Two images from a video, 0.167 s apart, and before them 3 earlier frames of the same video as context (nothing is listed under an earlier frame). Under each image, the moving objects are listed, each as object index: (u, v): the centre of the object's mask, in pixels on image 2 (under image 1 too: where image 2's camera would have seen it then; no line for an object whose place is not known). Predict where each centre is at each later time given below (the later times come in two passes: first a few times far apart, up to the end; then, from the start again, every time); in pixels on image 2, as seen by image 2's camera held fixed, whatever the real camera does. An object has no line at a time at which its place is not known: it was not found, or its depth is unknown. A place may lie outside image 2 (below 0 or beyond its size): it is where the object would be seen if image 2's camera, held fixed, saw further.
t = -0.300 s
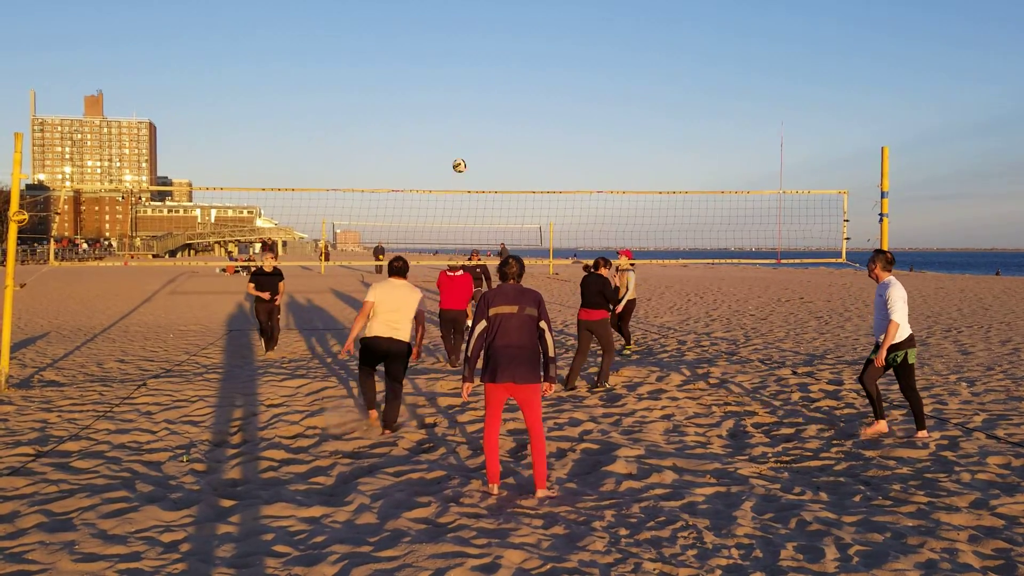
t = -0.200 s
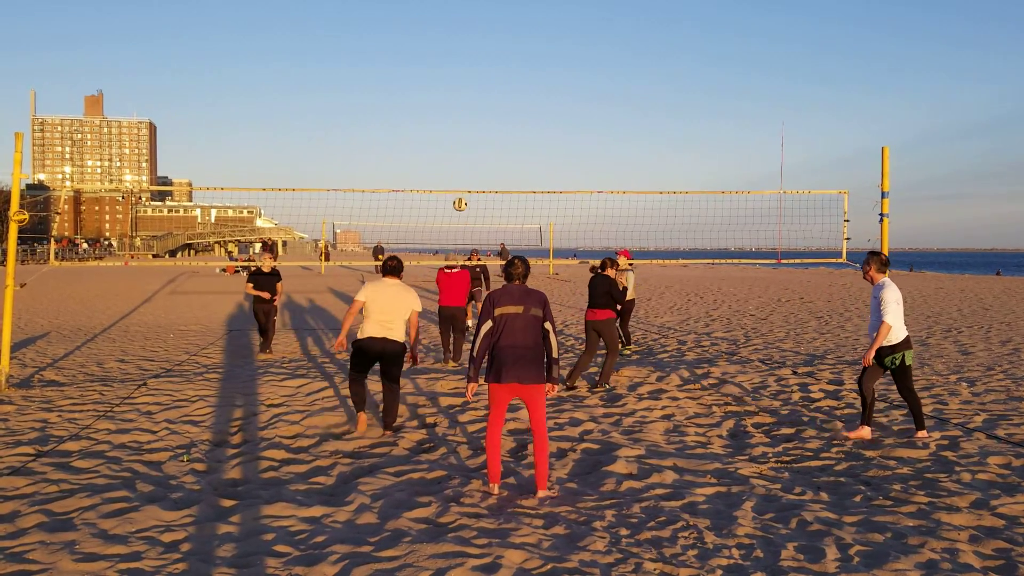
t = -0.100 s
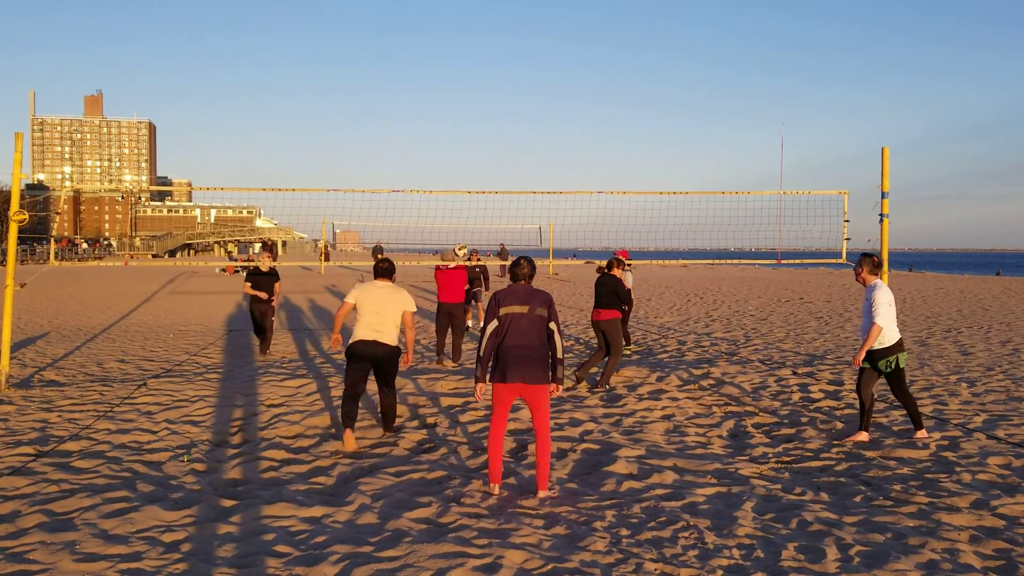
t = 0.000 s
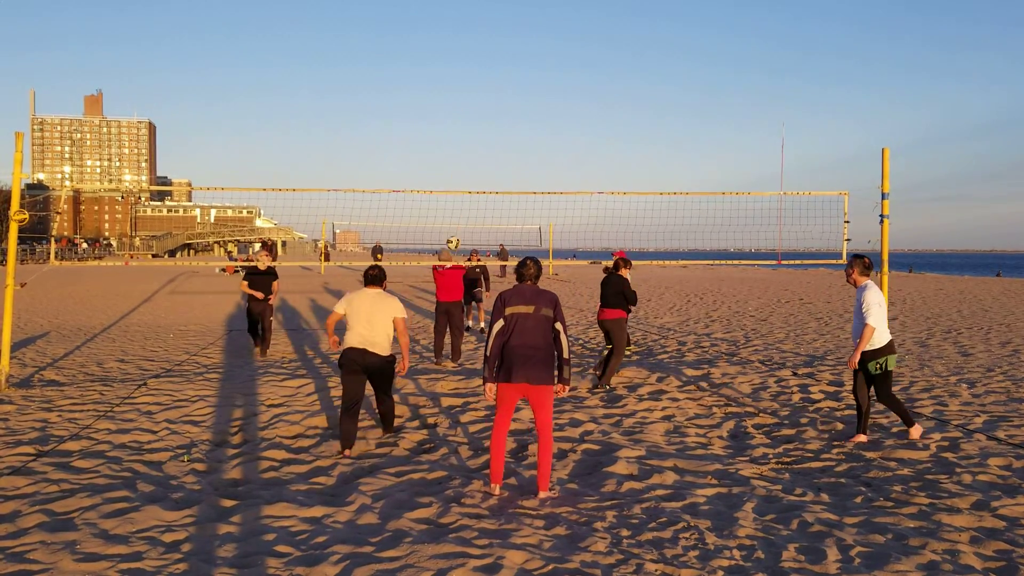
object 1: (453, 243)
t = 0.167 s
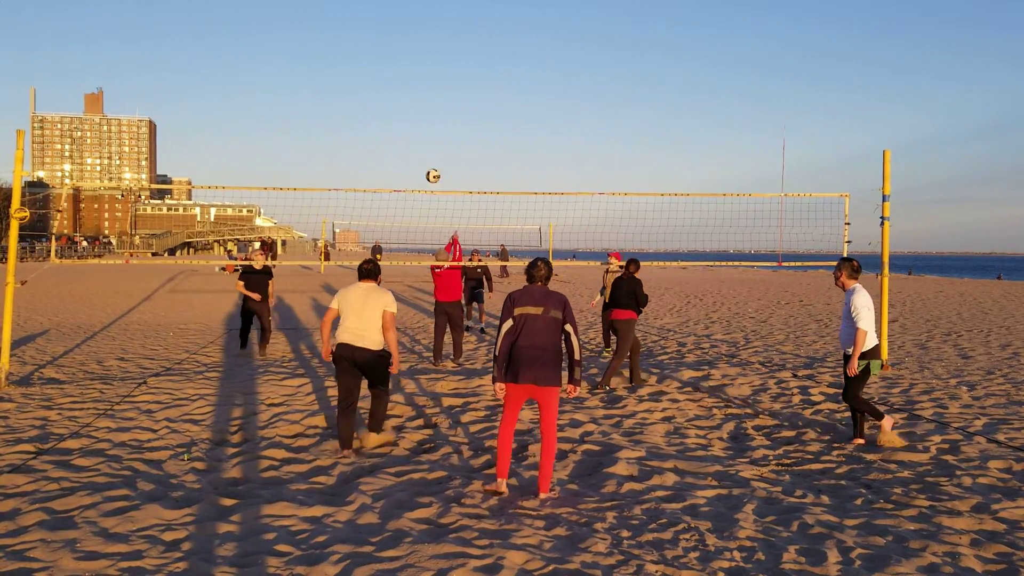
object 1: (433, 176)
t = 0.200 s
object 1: (428, 164)
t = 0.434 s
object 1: (397, 105)
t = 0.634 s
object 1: (370, 84)
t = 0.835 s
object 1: (343, 91)
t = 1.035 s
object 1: (319, 129)
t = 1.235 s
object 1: (289, 197)
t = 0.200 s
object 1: (428, 164)
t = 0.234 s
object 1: (424, 154)
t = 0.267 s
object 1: (419, 144)
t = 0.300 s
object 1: (415, 135)
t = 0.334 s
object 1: (410, 126)
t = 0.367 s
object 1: (406, 119)
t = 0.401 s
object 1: (401, 112)
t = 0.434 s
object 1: (397, 105)
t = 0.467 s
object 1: (392, 100)
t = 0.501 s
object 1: (388, 95)
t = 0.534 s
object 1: (383, 91)
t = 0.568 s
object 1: (378, 88)
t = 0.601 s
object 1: (374, 86)
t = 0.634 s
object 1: (370, 84)
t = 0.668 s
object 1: (365, 83)
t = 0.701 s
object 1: (361, 83)
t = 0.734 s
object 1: (356, 84)
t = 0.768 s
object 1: (352, 86)
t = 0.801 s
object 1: (348, 88)
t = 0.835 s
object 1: (343, 91)
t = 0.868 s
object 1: (339, 96)
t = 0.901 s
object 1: (336, 101)
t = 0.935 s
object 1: (332, 106)
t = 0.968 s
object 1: (328, 113)
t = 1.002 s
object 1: (323, 120)
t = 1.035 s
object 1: (319, 129)
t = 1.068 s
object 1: (315, 138)
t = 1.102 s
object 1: (311, 148)
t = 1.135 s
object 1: (306, 158)
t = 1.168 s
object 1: (301, 170)
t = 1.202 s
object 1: (294, 182)
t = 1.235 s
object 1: (289, 197)
